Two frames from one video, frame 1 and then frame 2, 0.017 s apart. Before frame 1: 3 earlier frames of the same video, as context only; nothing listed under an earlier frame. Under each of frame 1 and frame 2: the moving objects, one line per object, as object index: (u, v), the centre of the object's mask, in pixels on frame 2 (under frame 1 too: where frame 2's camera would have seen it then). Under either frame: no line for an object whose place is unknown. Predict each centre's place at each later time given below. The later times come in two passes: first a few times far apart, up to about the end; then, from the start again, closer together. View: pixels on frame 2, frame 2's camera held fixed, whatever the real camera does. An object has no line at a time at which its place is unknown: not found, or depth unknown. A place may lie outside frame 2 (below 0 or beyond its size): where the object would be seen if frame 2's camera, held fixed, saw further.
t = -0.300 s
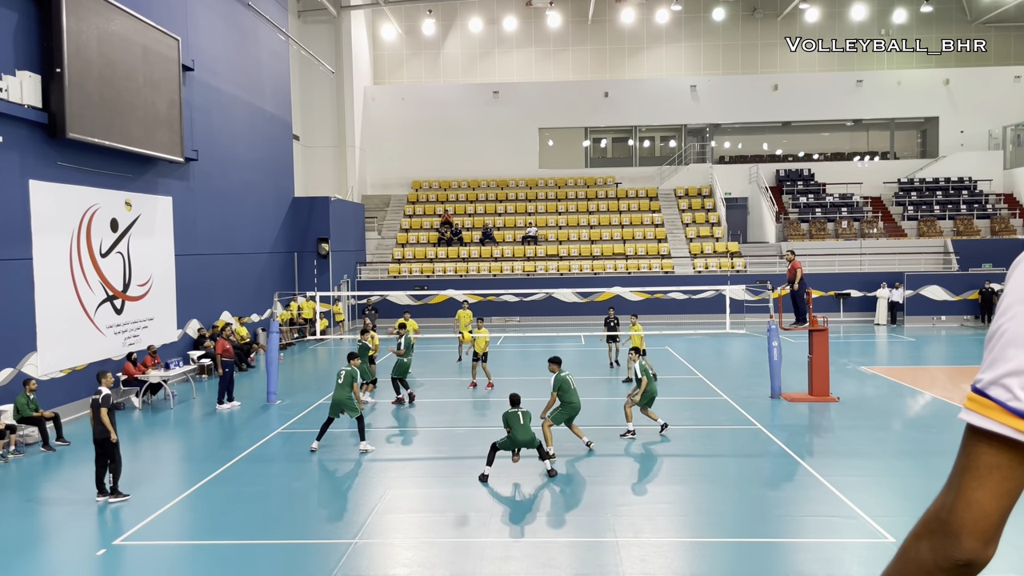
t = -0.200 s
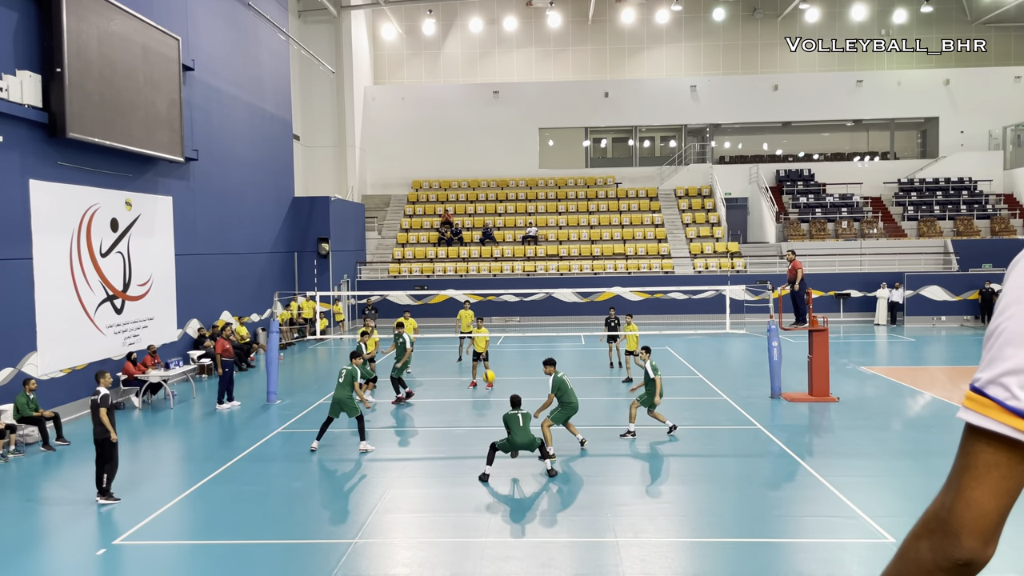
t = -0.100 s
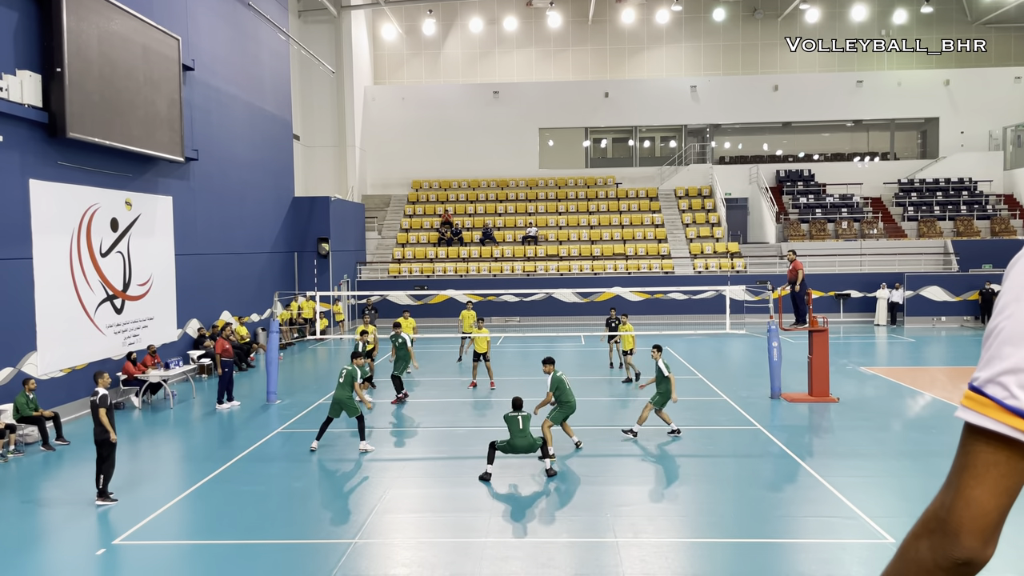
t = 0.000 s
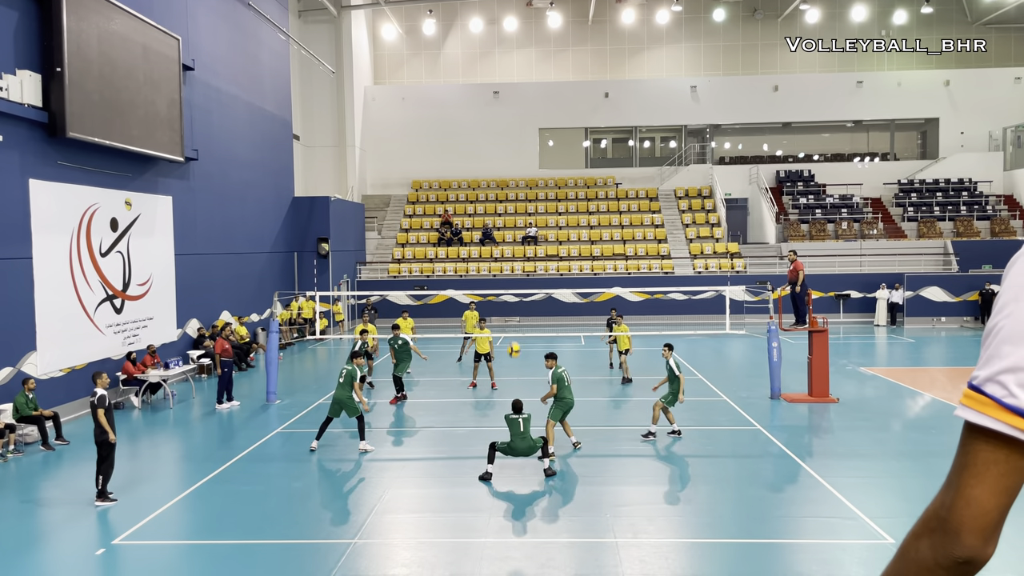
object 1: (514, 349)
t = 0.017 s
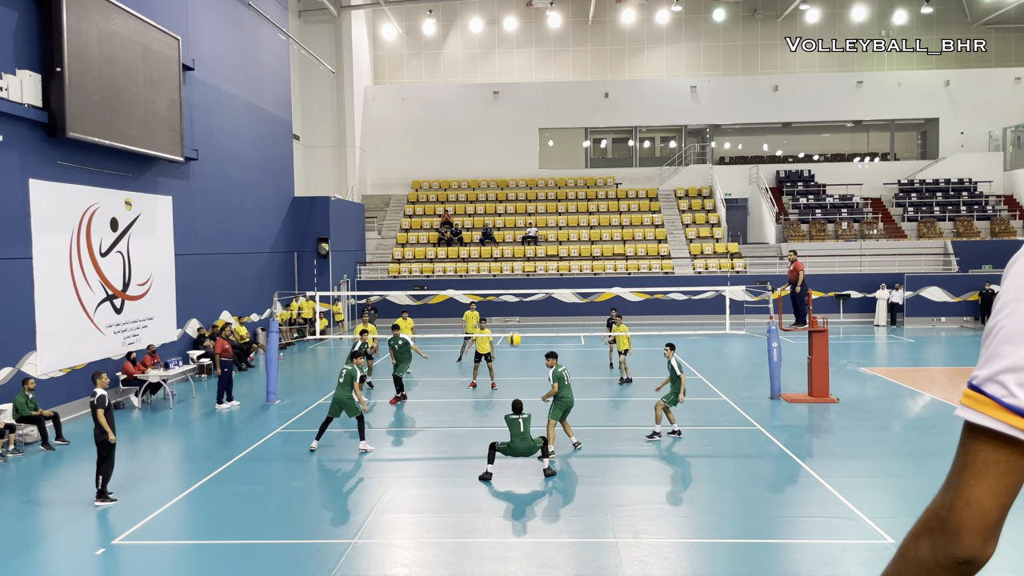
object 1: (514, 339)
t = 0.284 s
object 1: (521, 191)
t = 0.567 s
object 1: (532, 85)
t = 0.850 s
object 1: (543, 30)
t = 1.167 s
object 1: (561, 34)
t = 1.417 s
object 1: (573, 89)
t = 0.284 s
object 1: (521, 191)
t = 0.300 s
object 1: (522, 183)
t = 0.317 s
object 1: (522, 177)
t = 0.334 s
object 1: (523, 169)
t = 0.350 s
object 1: (523, 162)
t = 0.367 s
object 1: (524, 155)
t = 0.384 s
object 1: (524, 148)
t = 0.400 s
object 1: (525, 142)
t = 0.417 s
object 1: (526, 135)
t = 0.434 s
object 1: (526, 129)
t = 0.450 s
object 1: (527, 122)
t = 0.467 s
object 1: (527, 117)
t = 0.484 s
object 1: (528, 111)
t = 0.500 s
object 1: (529, 105)
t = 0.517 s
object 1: (529, 100)
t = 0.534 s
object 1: (530, 94)
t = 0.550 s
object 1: (531, 90)
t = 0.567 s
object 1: (532, 85)
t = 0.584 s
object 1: (532, 80)
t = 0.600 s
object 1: (533, 76)
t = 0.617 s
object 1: (534, 71)
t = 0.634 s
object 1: (534, 67)
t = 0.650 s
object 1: (535, 63)
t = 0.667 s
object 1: (536, 59)
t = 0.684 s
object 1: (537, 55)
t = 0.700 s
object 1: (537, 52)
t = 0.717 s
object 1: (538, 49)
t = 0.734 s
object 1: (539, 46)
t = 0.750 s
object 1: (540, 43)
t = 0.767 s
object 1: (541, 40)
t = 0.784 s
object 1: (541, 37)
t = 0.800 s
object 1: (542, 36)
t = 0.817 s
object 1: (543, 34)
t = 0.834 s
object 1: (543, 31)
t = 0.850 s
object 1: (543, 30)
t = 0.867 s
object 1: (545, 28)
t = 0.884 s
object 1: (545, 27)
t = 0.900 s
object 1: (546, 26)
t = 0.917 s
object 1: (547, 24)
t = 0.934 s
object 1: (548, 24)
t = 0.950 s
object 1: (549, 23)
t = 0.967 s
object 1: (550, 23)
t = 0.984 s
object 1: (551, 22)
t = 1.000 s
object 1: (552, 22)
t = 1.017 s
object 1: (553, 22)
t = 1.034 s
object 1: (554, 23)
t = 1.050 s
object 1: (555, 23)
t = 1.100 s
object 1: (558, 27)
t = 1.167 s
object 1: (561, 34)
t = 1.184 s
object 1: (562, 36)
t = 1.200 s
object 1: (562, 38)
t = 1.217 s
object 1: (563, 41)
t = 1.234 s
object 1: (564, 44)
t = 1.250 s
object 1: (565, 47)
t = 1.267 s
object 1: (566, 50)
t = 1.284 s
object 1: (567, 53)
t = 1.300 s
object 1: (568, 57)
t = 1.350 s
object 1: (570, 70)
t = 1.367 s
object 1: (571, 74)
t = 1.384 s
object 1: (572, 79)
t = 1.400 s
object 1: (572, 84)
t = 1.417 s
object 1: (573, 89)
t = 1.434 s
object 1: (574, 94)
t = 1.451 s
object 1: (575, 99)
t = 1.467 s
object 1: (576, 105)
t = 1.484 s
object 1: (577, 111)
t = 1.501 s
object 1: (578, 117)
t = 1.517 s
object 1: (579, 124)
